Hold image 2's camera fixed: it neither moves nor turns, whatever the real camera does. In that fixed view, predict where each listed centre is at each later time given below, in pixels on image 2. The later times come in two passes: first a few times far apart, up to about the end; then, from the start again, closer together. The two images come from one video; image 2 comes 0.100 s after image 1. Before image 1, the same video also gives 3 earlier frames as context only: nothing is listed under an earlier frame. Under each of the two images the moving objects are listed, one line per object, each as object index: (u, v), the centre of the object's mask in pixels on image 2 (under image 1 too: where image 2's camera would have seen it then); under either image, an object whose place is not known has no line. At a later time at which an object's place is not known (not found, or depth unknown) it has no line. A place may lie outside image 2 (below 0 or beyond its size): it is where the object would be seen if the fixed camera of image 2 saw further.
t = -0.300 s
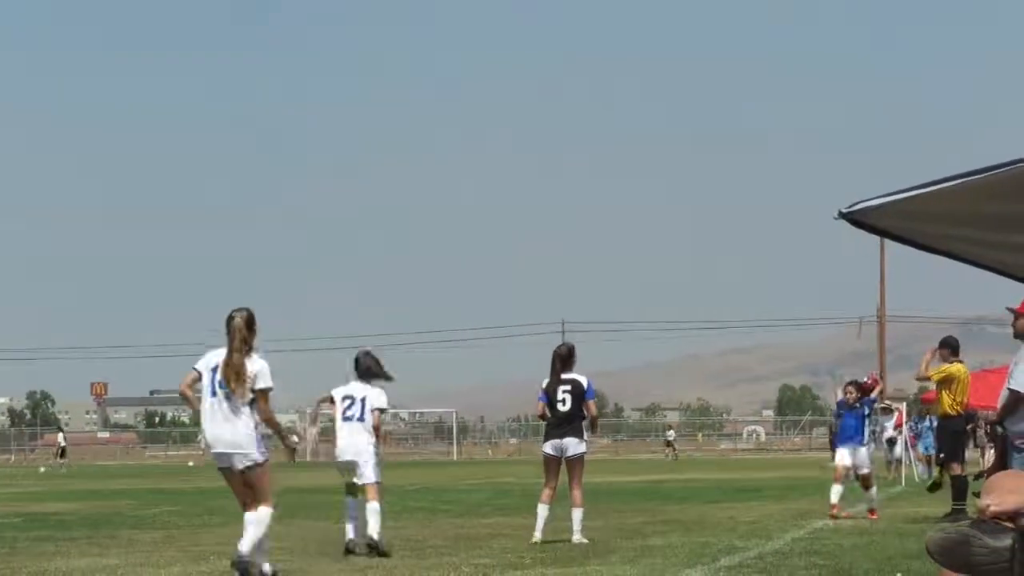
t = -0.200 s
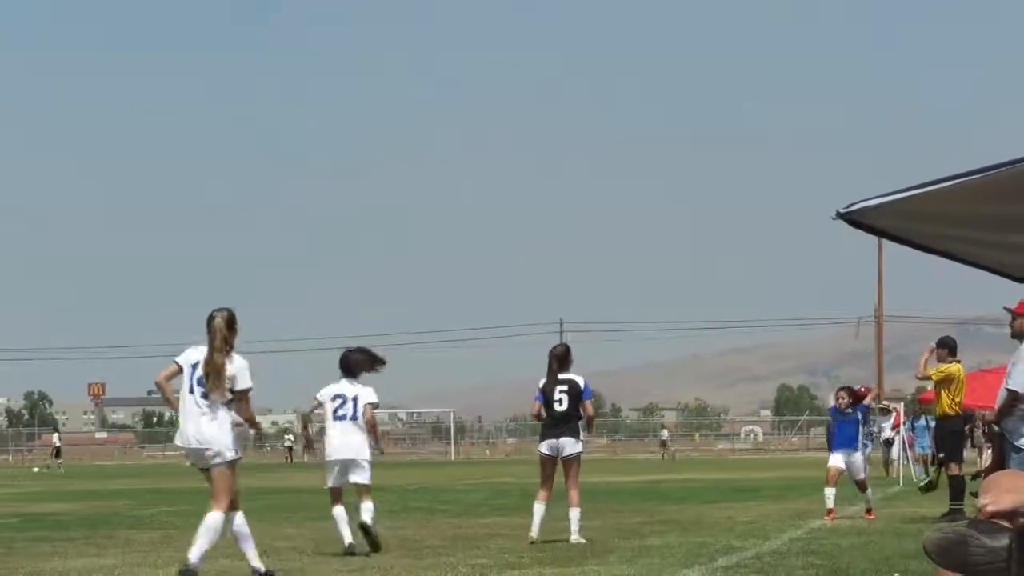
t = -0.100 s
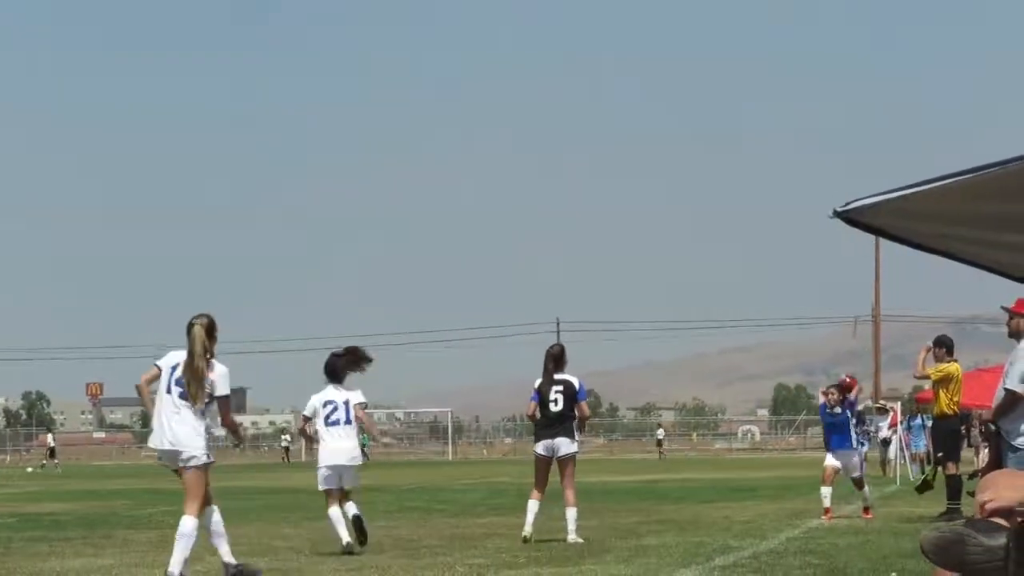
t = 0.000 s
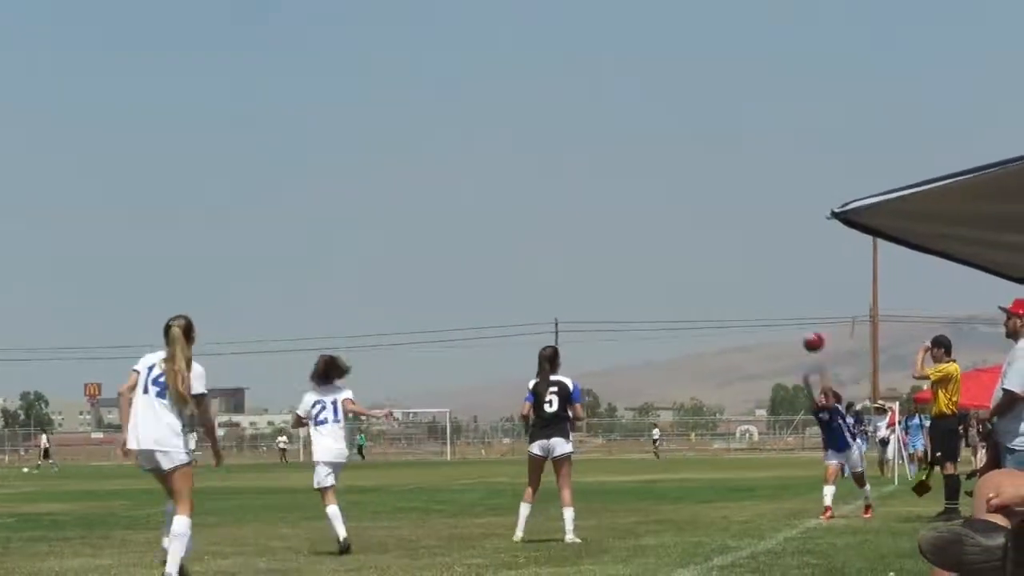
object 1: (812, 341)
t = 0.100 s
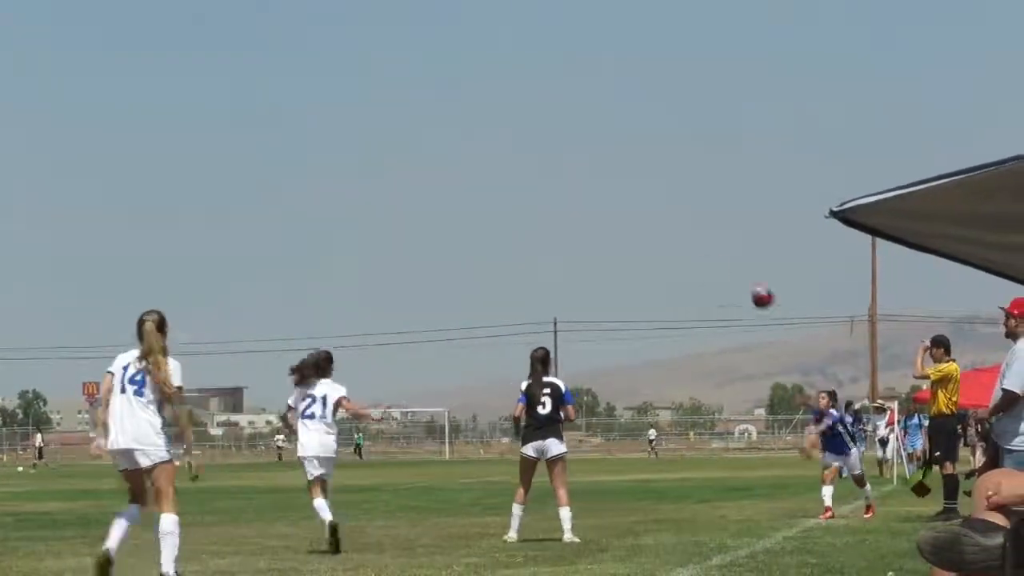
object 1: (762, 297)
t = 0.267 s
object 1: (677, 247)
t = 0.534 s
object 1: (527, 226)
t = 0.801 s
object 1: (359, 287)
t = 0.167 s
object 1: (729, 274)
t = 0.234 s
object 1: (694, 255)
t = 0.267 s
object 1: (677, 247)
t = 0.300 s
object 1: (660, 240)
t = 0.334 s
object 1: (641, 234)
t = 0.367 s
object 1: (623, 230)
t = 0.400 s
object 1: (604, 227)
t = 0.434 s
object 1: (585, 225)
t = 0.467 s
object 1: (565, 224)
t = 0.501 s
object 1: (546, 224)
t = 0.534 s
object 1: (527, 226)
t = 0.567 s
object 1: (507, 229)
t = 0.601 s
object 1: (487, 233)
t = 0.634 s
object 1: (466, 239)
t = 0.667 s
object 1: (445, 246)
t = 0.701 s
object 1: (424, 254)
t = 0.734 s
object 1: (403, 264)
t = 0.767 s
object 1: (381, 274)
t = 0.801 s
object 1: (359, 287)
